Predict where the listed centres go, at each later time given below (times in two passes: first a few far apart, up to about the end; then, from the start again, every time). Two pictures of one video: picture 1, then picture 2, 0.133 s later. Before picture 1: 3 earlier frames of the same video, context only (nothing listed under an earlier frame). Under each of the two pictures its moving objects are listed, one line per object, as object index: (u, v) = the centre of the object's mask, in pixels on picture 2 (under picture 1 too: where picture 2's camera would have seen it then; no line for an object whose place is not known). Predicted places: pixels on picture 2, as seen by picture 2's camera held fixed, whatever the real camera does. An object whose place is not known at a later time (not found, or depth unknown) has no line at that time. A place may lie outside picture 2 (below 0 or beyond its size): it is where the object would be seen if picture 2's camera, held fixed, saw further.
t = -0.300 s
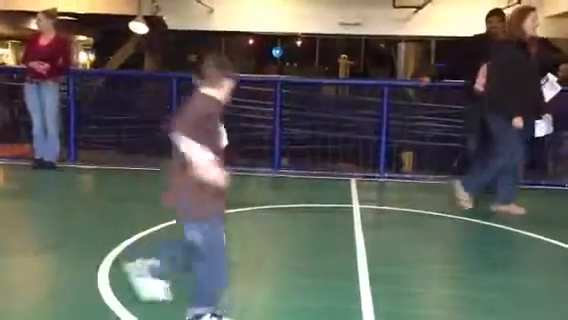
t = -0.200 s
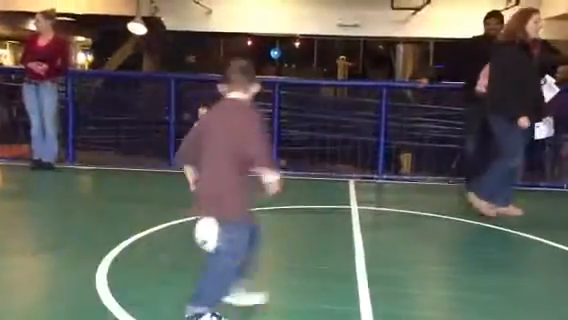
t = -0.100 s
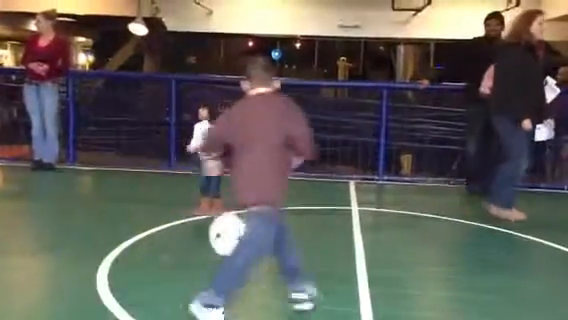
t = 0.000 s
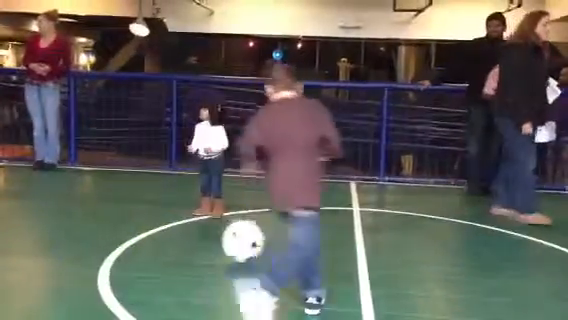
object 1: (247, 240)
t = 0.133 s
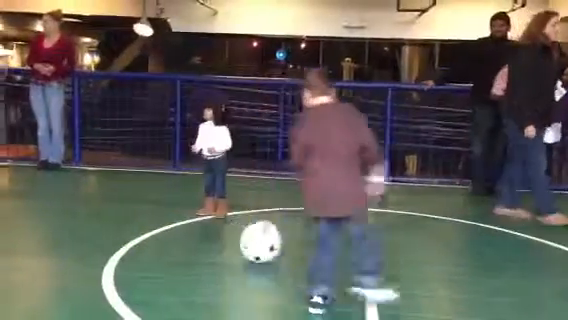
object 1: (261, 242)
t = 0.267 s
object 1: (273, 241)
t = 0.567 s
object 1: (297, 241)
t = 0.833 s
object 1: (314, 241)
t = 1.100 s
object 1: (329, 242)
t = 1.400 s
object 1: (351, 243)
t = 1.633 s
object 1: (369, 243)
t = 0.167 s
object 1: (264, 241)
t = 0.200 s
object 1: (267, 241)
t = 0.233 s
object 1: (270, 241)
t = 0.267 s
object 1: (273, 241)
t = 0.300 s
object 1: (277, 241)
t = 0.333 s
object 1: (280, 241)
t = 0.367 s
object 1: (283, 241)
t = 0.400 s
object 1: (285, 241)
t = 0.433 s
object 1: (288, 241)
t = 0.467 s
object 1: (290, 241)
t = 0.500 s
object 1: (293, 241)
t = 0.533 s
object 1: (295, 241)
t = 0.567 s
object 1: (297, 241)
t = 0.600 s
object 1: (299, 241)
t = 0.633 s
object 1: (301, 241)
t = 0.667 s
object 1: (304, 241)
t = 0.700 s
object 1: (306, 241)
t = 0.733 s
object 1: (308, 241)
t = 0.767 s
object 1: (310, 241)
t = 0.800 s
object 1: (312, 241)
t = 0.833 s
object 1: (314, 241)
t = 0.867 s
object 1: (316, 241)
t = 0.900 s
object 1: (317, 241)
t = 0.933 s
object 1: (319, 241)
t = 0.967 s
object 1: (321, 241)
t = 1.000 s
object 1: (323, 241)
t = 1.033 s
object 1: (324, 241)
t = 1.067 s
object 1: (327, 241)
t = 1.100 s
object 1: (329, 242)
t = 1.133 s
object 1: (331, 242)
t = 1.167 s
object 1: (334, 242)
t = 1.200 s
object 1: (336, 242)
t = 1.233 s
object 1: (338, 242)
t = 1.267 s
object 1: (340, 243)
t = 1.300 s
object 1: (341, 243)
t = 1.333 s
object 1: (343, 243)
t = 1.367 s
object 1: (349, 243)
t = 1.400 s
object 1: (351, 243)
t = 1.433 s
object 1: (354, 243)
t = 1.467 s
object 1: (357, 243)
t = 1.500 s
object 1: (360, 243)
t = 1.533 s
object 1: (362, 243)
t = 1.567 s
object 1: (364, 243)
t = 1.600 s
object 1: (366, 243)
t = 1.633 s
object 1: (369, 243)
